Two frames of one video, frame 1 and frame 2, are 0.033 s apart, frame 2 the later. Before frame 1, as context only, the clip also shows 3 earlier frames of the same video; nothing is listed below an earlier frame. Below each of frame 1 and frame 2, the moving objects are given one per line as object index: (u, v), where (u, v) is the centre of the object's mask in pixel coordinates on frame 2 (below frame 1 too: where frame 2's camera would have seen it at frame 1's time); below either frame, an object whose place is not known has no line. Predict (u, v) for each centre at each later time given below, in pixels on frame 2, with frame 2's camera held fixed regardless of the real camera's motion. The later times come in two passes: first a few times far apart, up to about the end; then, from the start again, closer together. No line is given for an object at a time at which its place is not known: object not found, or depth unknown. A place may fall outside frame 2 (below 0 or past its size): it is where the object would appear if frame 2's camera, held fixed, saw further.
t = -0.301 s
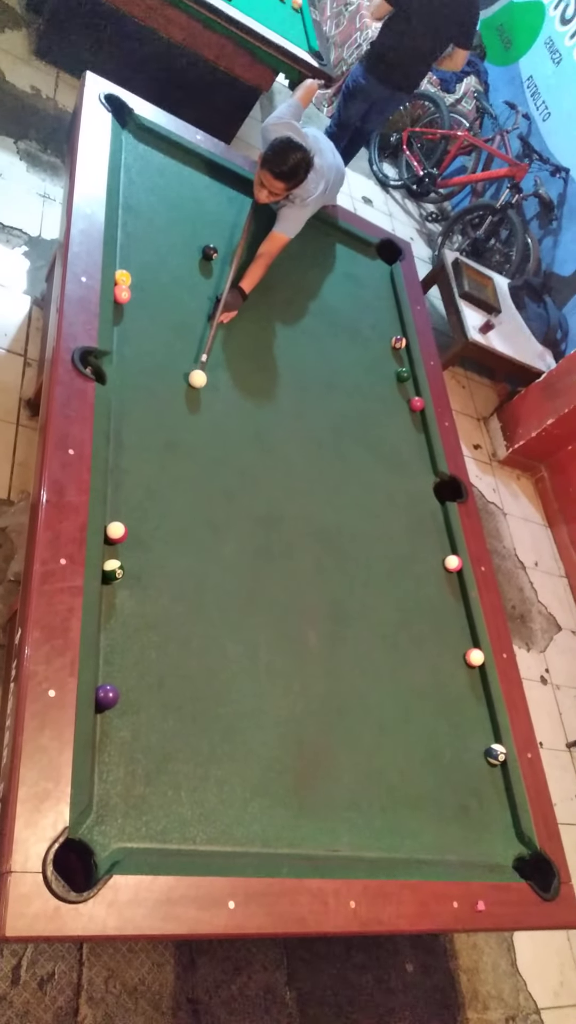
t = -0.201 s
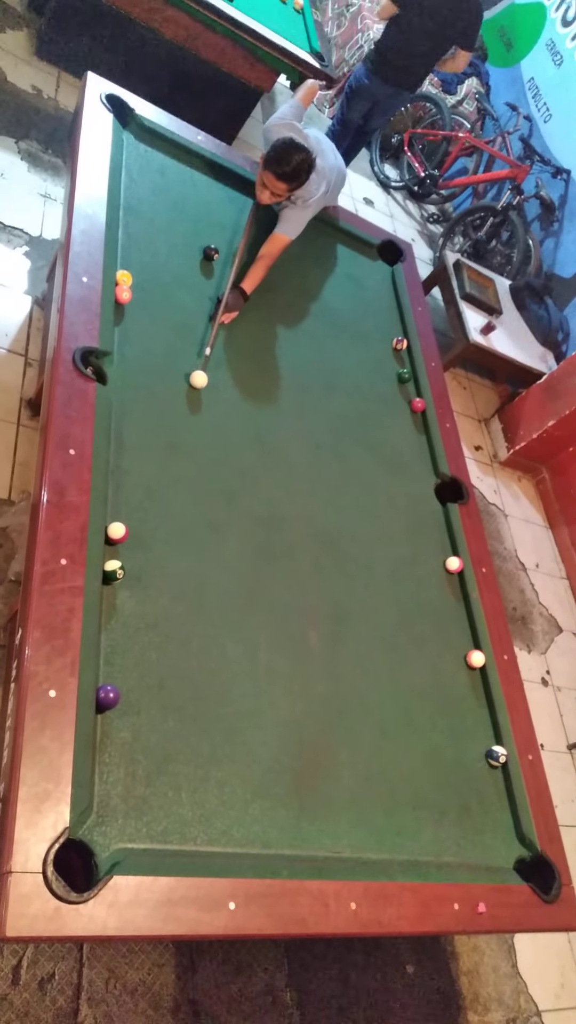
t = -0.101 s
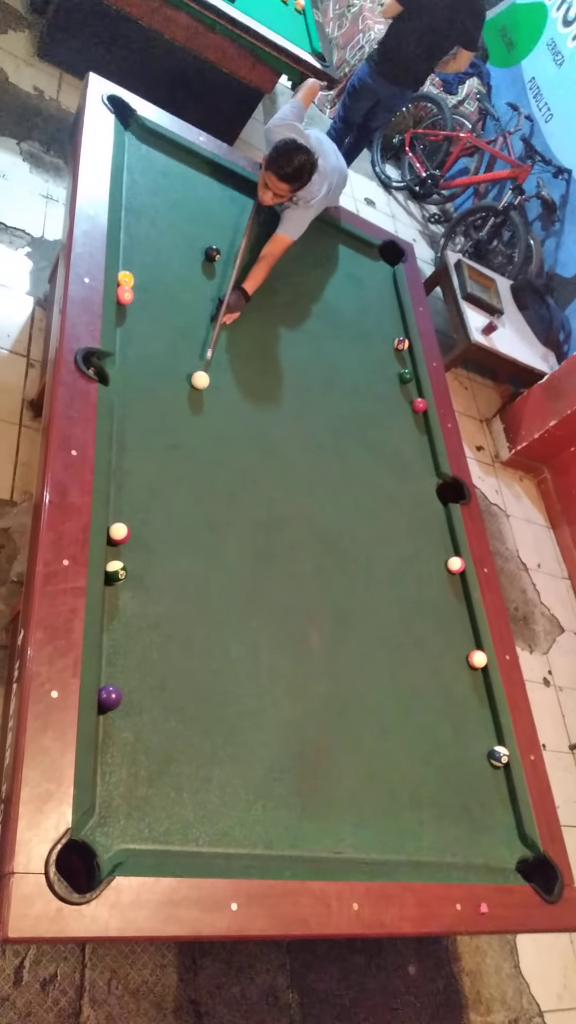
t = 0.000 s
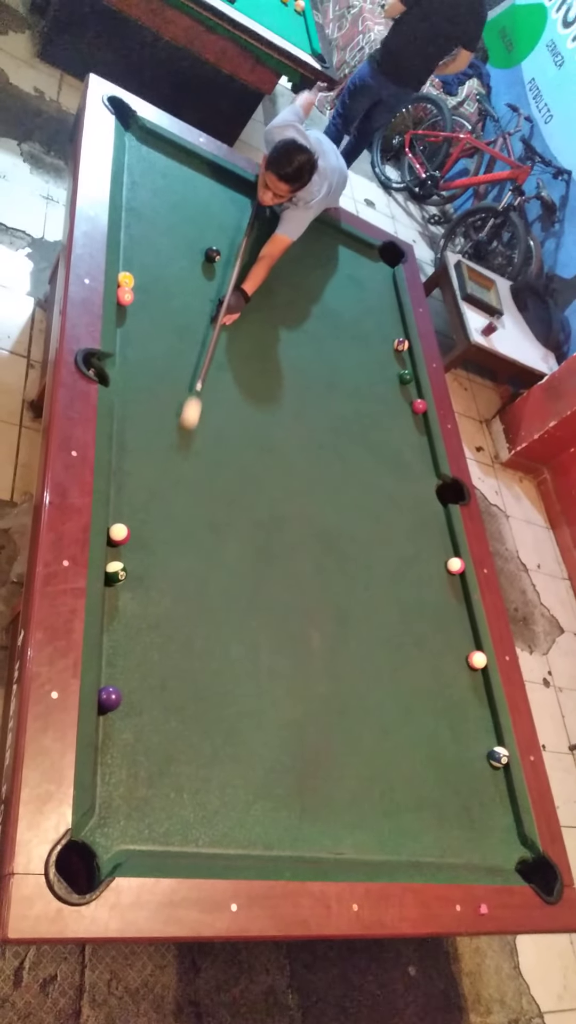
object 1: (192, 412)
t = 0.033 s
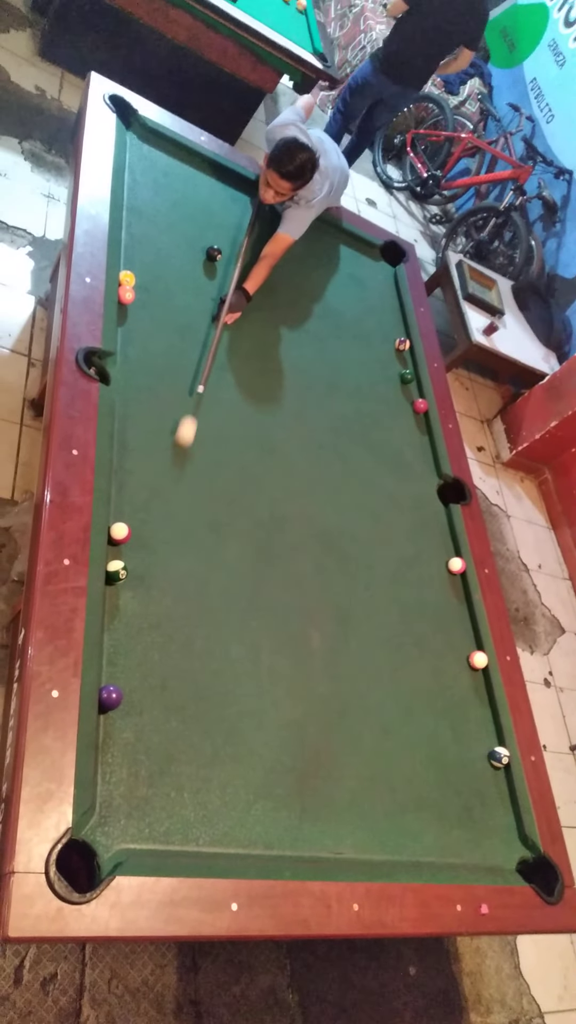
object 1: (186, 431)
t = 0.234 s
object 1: (150, 550)
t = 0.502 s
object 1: (117, 674)
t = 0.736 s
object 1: (131, 706)
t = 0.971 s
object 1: (144, 738)
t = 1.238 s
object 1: (159, 771)
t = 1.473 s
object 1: (172, 798)
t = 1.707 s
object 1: (185, 822)
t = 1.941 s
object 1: (198, 844)
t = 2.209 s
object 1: (206, 835)
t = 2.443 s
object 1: (211, 828)
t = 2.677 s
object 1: (215, 822)
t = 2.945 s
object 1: (220, 820)
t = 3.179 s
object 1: (222, 819)
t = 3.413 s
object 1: (222, 818)
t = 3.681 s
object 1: (222, 818)
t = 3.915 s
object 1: (222, 818)
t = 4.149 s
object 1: (222, 818)
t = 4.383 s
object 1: (222, 818)
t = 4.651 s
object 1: (223, 818)
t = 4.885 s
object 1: (222, 818)
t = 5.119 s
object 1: (222, 818)
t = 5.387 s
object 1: (222, 818)
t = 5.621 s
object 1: (222, 818)
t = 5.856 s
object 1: (222, 818)
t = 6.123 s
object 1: (222, 818)
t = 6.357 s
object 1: (222, 817)
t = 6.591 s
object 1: (222, 817)
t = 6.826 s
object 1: (222, 818)
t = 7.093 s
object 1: (222, 817)
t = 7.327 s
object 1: (222, 817)
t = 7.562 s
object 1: (222, 817)
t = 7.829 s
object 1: (222, 818)
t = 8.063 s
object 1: (222, 818)
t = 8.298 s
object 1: (222, 817)
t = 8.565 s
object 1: (222, 817)
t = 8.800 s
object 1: (222, 817)
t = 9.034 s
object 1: (222, 817)
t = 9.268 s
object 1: (222, 817)
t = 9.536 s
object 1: (222, 817)
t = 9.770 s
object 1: (222, 818)
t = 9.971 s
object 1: (222, 817)
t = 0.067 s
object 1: (181, 450)
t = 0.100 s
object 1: (175, 468)
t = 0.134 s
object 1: (169, 487)
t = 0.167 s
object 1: (163, 507)
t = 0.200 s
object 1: (156, 528)
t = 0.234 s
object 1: (150, 550)
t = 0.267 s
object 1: (143, 572)
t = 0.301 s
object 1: (135, 596)
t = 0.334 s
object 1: (128, 620)
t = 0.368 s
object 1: (120, 646)
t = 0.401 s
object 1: (113, 668)
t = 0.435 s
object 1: (112, 672)
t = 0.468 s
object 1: (115, 672)
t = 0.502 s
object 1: (117, 674)
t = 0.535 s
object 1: (119, 677)
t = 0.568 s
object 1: (121, 682)
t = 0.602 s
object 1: (123, 687)
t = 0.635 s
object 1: (125, 692)
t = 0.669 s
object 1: (126, 697)
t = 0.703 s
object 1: (128, 701)
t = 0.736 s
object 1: (131, 706)
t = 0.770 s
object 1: (133, 711)
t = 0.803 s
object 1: (134, 715)
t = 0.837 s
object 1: (136, 720)
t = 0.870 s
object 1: (138, 724)
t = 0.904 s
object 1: (140, 729)
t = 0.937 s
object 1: (142, 733)
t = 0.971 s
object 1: (144, 738)
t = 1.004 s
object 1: (146, 742)
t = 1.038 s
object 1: (148, 746)
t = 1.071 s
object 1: (150, 750)
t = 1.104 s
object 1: (152, 755)
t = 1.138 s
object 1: (154, 759)
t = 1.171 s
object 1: (156, 763)
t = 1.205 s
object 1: (157, 767)
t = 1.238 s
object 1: (159, 771)
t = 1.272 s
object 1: (161, 775)
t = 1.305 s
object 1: (163, 779)
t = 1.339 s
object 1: (165, 783)
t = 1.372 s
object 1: (167, 786)
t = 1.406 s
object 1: (169, 790)
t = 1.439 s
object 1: (171, 794)
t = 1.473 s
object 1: (172, 798)
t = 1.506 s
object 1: (174, 801)
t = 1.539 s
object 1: (176, 805)
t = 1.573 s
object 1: (178, 809)
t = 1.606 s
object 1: (180, 812)
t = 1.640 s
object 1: (182, 815)
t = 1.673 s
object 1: (183, 819)
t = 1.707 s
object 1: (185, 822)
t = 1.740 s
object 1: (187, 825)
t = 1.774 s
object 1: (189, 829)
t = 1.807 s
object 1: (190, 832)
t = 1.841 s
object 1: (192, 835)
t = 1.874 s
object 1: (194, 838)
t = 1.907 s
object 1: (196, 841)
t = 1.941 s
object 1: (198, 844)
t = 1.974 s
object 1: (199, 843)
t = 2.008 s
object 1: (200, 842)
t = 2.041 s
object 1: (201, 841)
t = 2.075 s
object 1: (202, 840)
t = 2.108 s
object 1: (203, 838)
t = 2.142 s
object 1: (204, 838)
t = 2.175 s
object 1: (205, 836)
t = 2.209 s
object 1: (206, 835)
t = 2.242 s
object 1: (206, 834)
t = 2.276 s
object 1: (207, 833)
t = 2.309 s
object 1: (208, 832)
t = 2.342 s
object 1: (209, 831)
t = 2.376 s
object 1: (210, 830)
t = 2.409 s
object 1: (211, 829)
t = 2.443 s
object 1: (211, 828)
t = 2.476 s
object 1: (212, 827)
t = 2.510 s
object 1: (212, 826)
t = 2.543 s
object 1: (213, 825)
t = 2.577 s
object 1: (214, 824)
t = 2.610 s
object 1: (214, 824)
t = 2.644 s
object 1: (215, 823)
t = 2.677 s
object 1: (215, 822)
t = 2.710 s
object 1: (216, 821)
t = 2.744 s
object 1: (216, 821)
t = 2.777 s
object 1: (217, 821)
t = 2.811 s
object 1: (218, 820)
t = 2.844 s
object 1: (218, 820)
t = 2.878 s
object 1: (219, 820)
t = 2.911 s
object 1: (219, 820)
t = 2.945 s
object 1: (220, 820)
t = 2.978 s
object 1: (220, 820)
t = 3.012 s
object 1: (220, 820)
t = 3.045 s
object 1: (221, 820)
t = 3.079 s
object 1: (221, 820)
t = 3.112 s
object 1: (221, 820)
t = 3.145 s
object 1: (221, 819)
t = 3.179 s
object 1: (222, 819)
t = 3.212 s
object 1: (222, 819)
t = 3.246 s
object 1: (222, 819)
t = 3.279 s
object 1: (222, 819)
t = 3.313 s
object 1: (222, 819)
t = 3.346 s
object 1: (222, 818)
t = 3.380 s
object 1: (222, 818)
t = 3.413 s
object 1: (222, 818)
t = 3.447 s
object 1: (222, 818)
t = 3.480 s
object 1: (222, 818)
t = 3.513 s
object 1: (222, 818)
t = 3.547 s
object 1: (222, 818)
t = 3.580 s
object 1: (222, 818)
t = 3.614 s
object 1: (222, 819)
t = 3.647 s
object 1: (222, 818)
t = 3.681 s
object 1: (222, 818)
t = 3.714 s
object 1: (222, 818)
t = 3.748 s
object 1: (222, 818)
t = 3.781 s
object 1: (222, 818)
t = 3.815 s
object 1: (222, 818)
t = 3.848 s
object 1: (222, 818)
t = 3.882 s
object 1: (222, 818)
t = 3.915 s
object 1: (222, 818)
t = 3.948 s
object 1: (222, 818)
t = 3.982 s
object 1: (222, 818)
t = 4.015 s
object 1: (222, 818)
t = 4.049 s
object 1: (222, 818)
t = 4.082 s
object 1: (222, 818)
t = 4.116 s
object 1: (222, 818)
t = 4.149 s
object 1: (222, 818)
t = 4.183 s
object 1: (222, 818)
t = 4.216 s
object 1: (222, 818)
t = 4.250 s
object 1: (222, 818)
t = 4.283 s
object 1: (222, 818)
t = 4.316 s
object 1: (222, 818)
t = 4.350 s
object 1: (222, 818)
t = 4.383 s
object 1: (222, 818)
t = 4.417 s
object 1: (223, 818)
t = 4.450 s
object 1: (222, 818)
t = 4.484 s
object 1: (223, 818)
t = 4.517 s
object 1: (222, 818)
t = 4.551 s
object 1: (222, 818)
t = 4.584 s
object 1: (222, 818)
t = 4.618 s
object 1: (222, 818)
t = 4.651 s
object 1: (223, 818)
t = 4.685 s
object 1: (222, 818)
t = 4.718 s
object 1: (222, 818)
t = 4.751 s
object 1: (222, 818)
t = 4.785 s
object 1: (222, 818)
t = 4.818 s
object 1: (222, 818)
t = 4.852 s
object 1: (222, 818)
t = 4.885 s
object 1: (222, 818)
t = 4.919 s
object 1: (222, 818)
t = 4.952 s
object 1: (222, 818)
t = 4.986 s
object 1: (222, 818)
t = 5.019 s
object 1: (222, 818)
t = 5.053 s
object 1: (222, 818)
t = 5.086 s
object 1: (222, 818)
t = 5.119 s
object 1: (222, 818)
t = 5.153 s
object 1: (222, 818)
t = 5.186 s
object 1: (222, 818)
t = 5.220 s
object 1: (222, 818)
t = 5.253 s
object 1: (222, 818)
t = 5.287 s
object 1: (222, 818)
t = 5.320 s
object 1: (222, 818)
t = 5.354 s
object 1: (222, 818)
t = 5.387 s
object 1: (222, 818)
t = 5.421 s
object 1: (222, 818)
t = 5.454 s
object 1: (222, 818)
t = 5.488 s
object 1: (222, 818)
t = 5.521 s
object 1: (222, 818)
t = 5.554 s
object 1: (222, 818)
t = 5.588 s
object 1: (222, 818)
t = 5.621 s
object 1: (222, 818)
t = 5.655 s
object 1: (222, 817)
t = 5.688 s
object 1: (222, 817)
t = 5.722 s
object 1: (222, 818)
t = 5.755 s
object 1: (222, 818)
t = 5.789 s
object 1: (222, 818)
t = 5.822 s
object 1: (222, 818)
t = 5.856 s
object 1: (222, 818)
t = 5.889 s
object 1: (222, 818)
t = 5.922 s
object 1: (222, 818)
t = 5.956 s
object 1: (222, 818)
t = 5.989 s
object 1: (222, 818)
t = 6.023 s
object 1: (222, 818)
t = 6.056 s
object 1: (222, 818)
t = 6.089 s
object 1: (222, 818)
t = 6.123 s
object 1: (222, 818)
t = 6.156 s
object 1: (222, 818)
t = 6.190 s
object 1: (222, 818)
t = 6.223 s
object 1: (222, 817)
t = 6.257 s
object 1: (222, 817)
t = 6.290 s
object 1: (222, 818)
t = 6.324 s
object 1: (222, 817)
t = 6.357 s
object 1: (222, 817)
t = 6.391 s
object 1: (222, 817)
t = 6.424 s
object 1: (222, 817)
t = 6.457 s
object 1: (222, 818)
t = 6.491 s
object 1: (222, 818)
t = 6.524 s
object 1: (222, 818)
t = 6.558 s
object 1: (222, 818)
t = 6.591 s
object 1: (222, 817)
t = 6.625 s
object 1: (222, 818)
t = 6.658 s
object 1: (222, 818)
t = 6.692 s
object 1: (222, 817)
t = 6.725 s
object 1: (222, 817)
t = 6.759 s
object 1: (222, 818)
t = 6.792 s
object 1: (222, 818)
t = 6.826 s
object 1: (222, 818)
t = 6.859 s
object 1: (222, 817)
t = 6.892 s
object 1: (222, 818)
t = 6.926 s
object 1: (222, 818)
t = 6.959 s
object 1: (222, 818)
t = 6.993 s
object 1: (222, 817)
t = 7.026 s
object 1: (222, 818)
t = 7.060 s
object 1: (222, 818)
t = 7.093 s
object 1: (222, 817)
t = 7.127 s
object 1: (222, 817)
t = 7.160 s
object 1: (222, 817)
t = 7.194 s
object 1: (222, 818)
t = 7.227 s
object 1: (222, 818)
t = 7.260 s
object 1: (222, 817)
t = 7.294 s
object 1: (222, 818)
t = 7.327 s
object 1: (222, 817)
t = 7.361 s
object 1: (222, 817)
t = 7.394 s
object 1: (222, 817)
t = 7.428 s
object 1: (222, 817)
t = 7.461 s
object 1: (222, 817)
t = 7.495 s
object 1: (222, 817)
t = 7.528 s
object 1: (222, 818)
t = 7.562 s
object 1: (222, 817)
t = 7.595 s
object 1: (222, 817)
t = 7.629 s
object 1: (222, 817)
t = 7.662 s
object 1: (222, 818)
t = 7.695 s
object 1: (222, 817)
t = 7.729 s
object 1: (222, 817)
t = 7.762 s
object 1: (222, 817)
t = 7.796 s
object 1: (222, 818)
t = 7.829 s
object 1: (222, 818)
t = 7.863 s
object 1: (222, 818)
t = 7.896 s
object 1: (222, 818)
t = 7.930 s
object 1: (222, 817)
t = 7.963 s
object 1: (222, 818)
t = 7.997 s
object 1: (222, 818)
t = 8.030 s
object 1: (222, 818)
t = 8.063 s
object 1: (222, 818)
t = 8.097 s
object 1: (222, 817)
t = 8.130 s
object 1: (222, 818)
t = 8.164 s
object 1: (222, 817)
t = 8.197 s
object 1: (222, 817)
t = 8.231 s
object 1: (222, 817)
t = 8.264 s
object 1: (222, 817)
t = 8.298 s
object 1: (222, 817)
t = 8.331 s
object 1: (222, 817)
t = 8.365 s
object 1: (222, 817)
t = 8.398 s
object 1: (222, 818)
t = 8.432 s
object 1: (222, 817)
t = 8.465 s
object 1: (222, 817)
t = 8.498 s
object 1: (222, 818)
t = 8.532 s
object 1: (222, 817)
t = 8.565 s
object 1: (222, 817)
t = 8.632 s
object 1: (222, 817)
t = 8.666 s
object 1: (222, 817)
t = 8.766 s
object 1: (222, 817)
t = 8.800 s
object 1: (222, 817)
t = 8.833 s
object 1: (222, 817)
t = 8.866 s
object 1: (222, 817)
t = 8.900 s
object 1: (222, 817)
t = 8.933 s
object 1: (222, 817)
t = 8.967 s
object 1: (222, 818)
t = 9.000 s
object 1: (222, 818)
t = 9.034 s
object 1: (222, 817)
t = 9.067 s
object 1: (222, 817)
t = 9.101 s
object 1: (222, 817)
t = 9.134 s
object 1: (222, 818)
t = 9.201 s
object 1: (222, 817)
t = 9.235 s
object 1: (222, 817)
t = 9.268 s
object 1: (222, 817)
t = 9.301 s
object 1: (222, 818)
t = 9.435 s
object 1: (222, 817)
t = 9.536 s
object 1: (222, 817)
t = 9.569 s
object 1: (222, 818)
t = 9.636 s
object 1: (222, 818)
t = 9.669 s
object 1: (222, 818)
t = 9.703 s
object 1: (222, 818)
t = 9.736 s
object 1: (222, 817)
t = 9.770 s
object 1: (222, 818)
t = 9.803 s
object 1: (222, 818)
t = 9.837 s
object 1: (222, 817)
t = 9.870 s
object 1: (222, 817)
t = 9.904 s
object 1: (222, 818)
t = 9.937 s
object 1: (222, 817)
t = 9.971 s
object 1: (222, 817)
